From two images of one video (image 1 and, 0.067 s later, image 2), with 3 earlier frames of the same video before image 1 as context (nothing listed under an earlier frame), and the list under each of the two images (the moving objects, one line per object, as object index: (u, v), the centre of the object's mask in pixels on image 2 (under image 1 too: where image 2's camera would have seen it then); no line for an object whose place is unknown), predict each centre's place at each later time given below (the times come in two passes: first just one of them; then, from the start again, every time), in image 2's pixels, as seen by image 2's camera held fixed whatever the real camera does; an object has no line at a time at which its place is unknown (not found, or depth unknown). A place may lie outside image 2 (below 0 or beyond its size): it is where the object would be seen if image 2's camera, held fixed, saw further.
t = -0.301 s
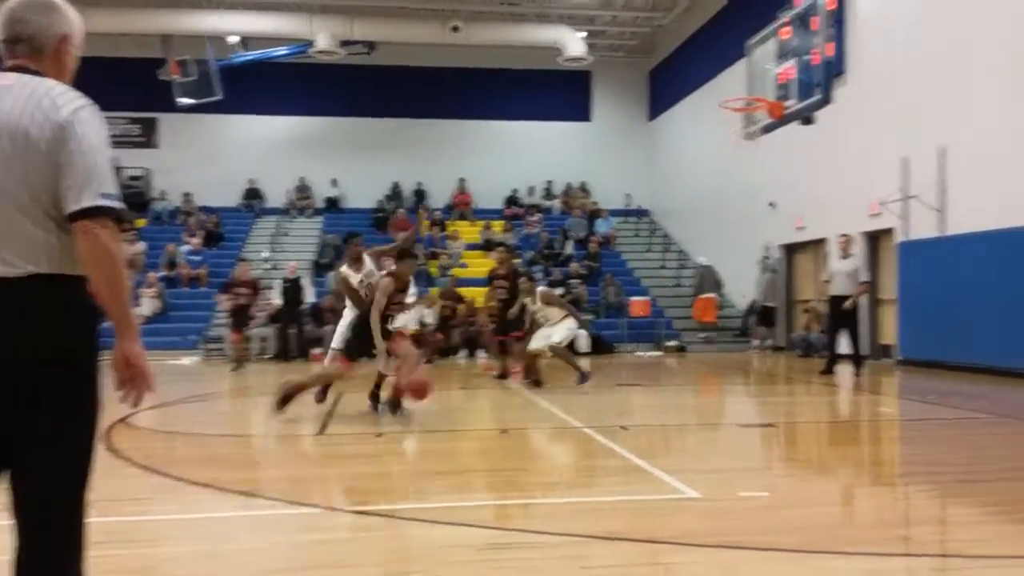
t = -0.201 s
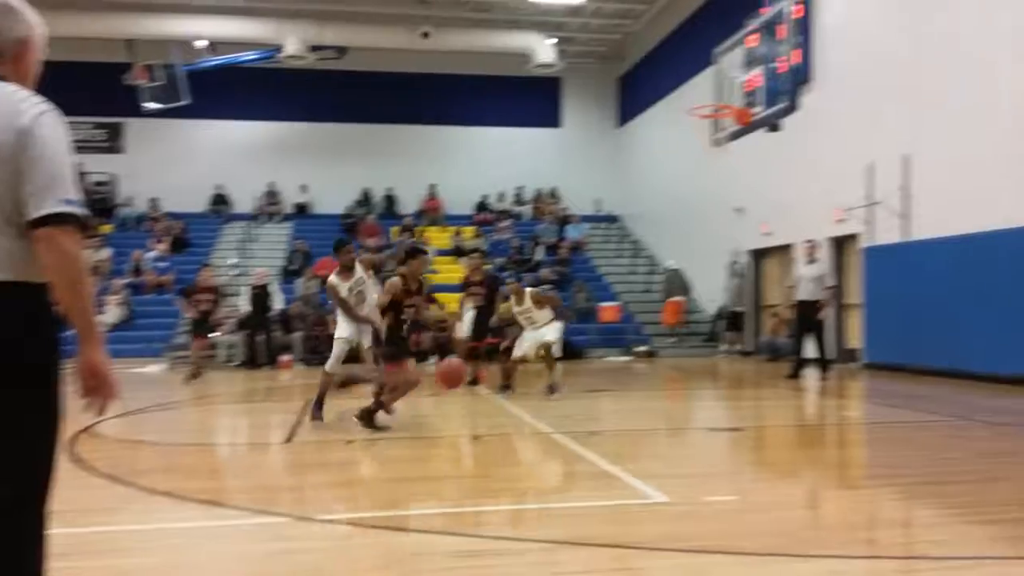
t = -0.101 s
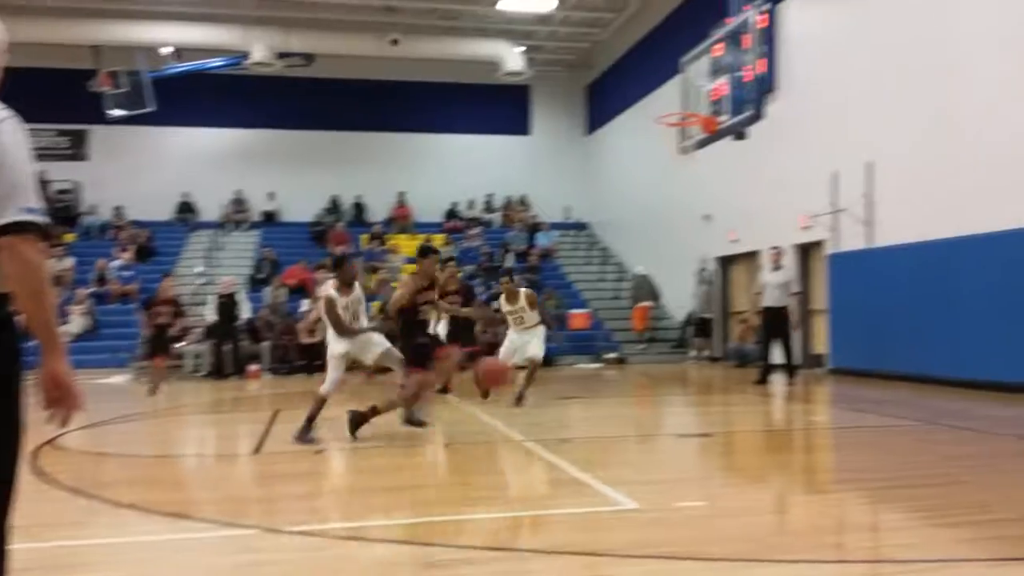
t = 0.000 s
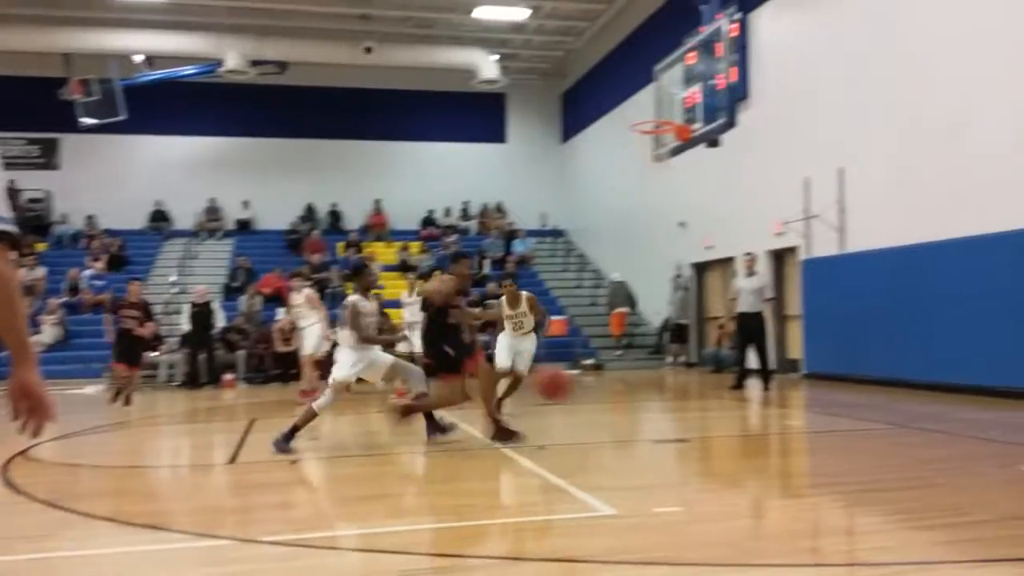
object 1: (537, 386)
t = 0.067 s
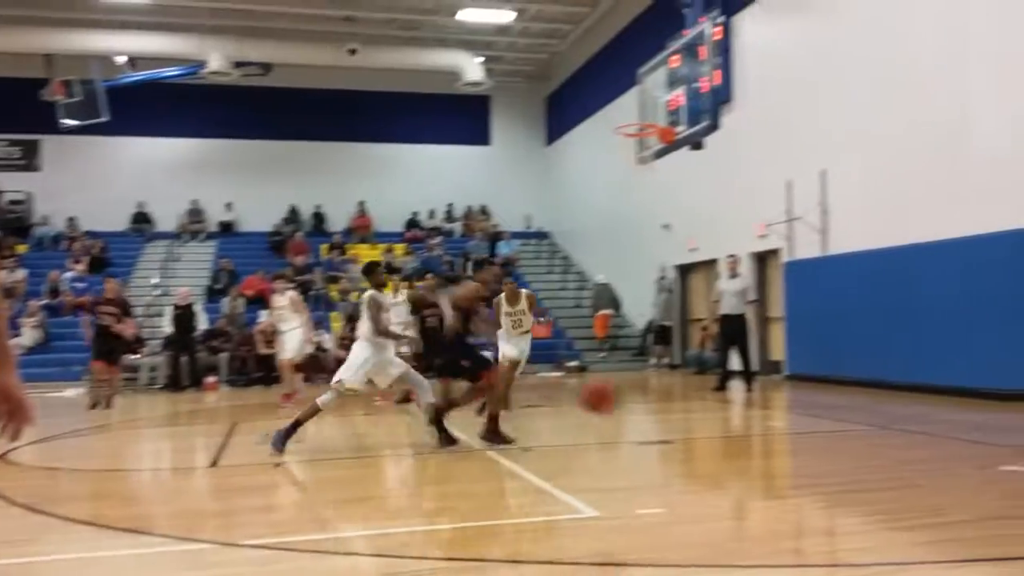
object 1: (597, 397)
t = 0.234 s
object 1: (780, 462)
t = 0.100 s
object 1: (627, 403)
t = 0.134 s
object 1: (663, 414)
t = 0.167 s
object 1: (701, 427)
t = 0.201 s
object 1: (736, 442)
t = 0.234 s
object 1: (780, 462)
